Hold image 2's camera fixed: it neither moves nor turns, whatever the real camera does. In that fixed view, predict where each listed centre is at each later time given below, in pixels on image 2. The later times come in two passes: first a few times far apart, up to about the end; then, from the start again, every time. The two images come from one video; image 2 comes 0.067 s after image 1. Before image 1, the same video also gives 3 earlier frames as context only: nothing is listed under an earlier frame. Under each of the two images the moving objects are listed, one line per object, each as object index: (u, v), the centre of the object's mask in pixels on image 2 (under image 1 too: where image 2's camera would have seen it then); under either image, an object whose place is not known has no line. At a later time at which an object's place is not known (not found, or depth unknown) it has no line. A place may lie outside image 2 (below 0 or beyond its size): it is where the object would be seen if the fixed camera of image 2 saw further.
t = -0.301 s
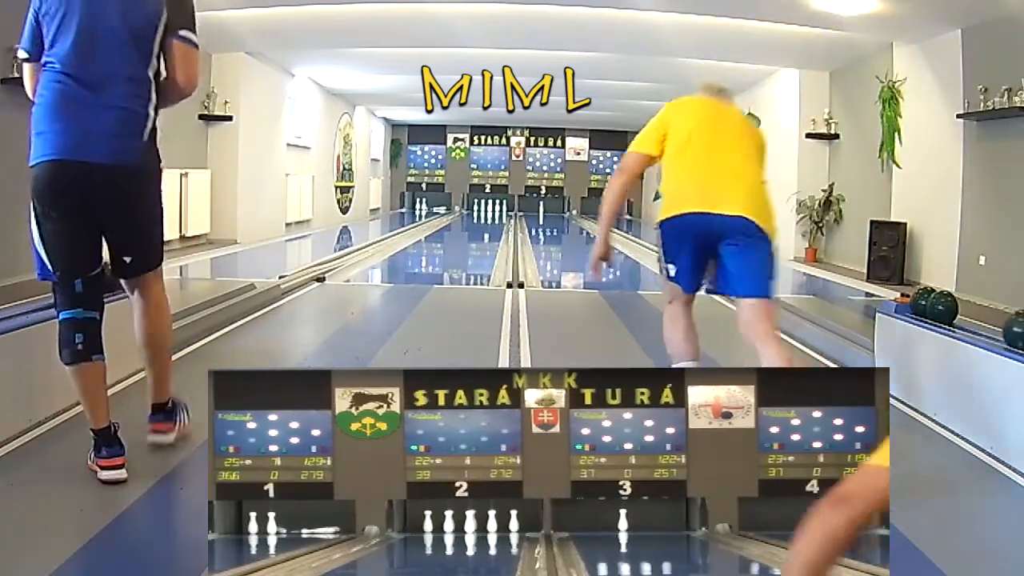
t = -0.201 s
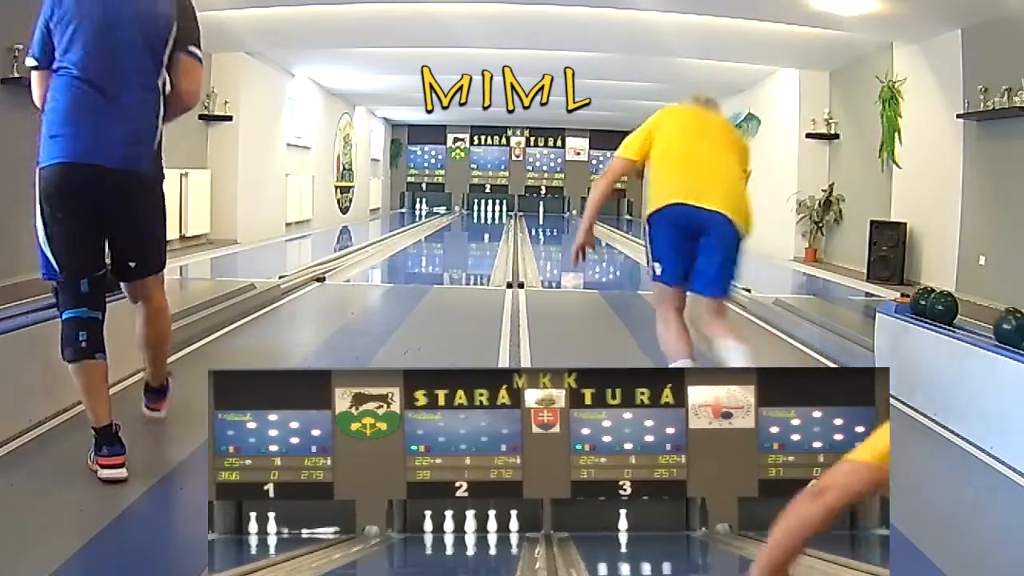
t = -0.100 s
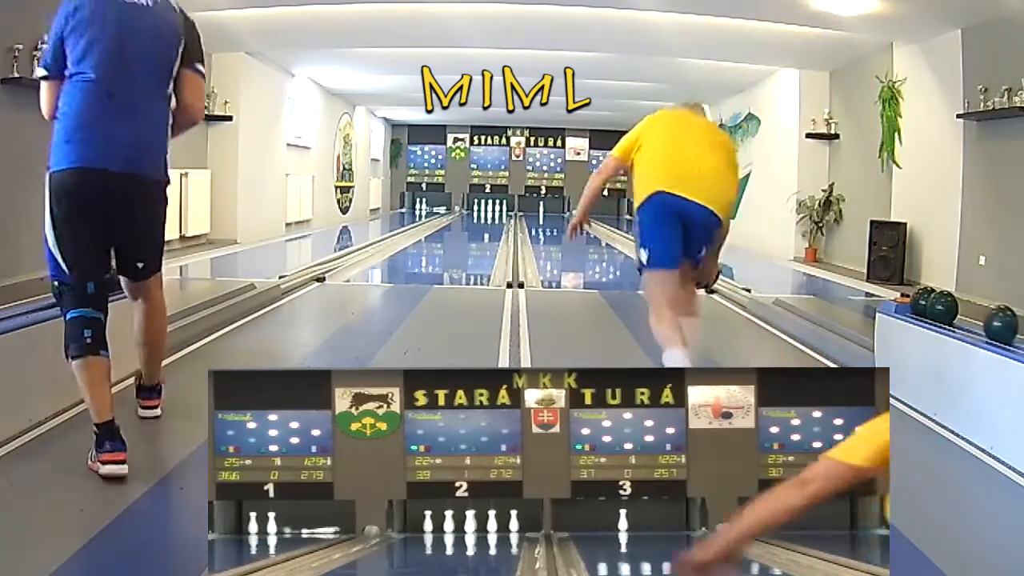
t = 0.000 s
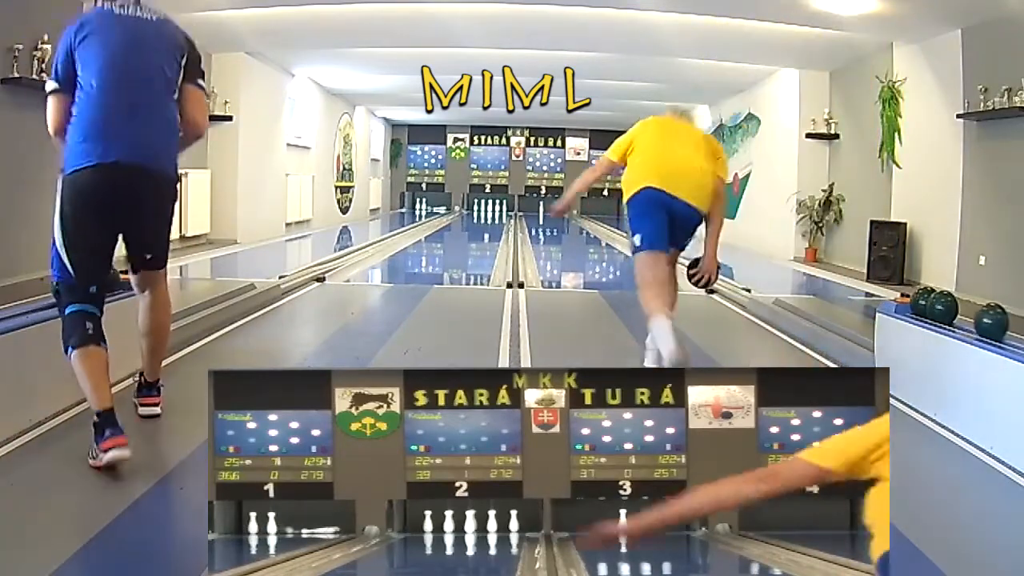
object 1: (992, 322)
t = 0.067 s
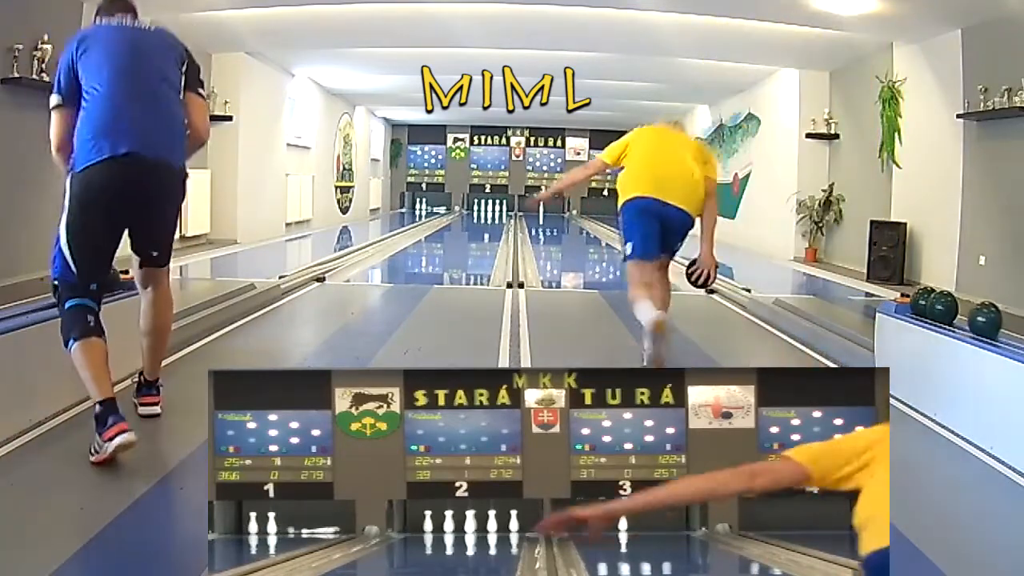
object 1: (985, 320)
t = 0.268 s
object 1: (967, 315)
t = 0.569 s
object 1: (966, 314)
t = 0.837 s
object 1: (966, 314)
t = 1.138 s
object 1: (965, 314)
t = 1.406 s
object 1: (964, 313)
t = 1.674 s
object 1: (962, 313)
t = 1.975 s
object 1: (961, 313)
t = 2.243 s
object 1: (961, 313)
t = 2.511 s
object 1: (961, 313)
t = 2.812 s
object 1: (961, 313)
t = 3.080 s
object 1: (961, 313)
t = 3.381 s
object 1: (961, 313)
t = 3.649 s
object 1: (960, 313)
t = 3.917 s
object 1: (960, 313)
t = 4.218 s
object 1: (960, 313)
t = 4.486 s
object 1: (961, 313)
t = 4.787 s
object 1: (961, 313)
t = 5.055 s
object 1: (961, 313)
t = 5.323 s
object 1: (961, 313)
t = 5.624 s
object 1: (961, 313)
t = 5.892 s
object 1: (961, 313)
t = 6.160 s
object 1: (961, 313)
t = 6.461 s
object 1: (961, 313)
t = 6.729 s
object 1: (961, 313)
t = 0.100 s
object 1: (982, 319)
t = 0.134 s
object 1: (979, 318)
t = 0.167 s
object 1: (976, 317)
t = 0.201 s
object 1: (973, 317)
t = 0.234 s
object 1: (970, 316)
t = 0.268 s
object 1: (967, 315)
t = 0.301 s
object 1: (964, 314)
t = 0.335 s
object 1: (962, 313)
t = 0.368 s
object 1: (961, 313)
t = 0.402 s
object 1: (962, 313)
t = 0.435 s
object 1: (964, 313)
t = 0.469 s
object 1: (965, 314)
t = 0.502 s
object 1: (966, 314)
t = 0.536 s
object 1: (966, 314)
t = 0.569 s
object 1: (966, 314)
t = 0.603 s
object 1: (966, 314)
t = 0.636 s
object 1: (966, 314)
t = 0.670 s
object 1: (966, 314)
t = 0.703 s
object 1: (966, 314)
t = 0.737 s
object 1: (966, 314)
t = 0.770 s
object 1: (966, 314)
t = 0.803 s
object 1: (966, 314)
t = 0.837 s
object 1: (966, 314)
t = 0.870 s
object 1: (966, 314)
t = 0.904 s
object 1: (966, 314)
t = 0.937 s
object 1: (966, 314)
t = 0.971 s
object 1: (965, 314)
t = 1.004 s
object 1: (965, 314)
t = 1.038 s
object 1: (965, 314)
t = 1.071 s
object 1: (965, 314)
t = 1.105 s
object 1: (965, 314)
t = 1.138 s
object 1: (965, 314)
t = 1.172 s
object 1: (965, 314)
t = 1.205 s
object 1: (965, 313)
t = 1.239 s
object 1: (964, 313)
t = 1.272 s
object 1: (964, 313)
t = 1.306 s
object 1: (964, 313)
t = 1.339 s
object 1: (964, 313)
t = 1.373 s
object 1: (964, 313)
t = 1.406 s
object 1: (964, 313)
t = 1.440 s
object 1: (964, 313)
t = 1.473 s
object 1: (963, 313)
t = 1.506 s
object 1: (963, 313)
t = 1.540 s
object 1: (963, 313)
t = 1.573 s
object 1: (963, 313)
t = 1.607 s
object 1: (963, 313)
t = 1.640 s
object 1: (962, 313)
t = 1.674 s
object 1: (962, 313)
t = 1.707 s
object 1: (962, 313)
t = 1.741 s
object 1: (961, 313)
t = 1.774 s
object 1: (961, 313)
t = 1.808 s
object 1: (961, 313)
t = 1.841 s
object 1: (961, 313)
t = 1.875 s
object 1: (961, 313)
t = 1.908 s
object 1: (961, 313)
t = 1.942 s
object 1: (961, 313)
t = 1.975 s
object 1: (961, 313)
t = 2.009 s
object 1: (961, 313)
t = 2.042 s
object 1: (961, 313)
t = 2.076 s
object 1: (961, 313)
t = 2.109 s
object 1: (961, 313)
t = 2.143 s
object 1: (961, 313)
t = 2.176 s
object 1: (961, 313)
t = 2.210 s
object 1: (961, 313)
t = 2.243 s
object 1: (961, 313)
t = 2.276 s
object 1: (961, 313)
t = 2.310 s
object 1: (961, 313)
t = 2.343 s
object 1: (961, 313)
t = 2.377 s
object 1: (961, 313)
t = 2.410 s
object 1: (961, 313)
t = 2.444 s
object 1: (961, 313)
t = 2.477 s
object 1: (961, 313)
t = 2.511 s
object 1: (961, 313)
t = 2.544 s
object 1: (961, 313)
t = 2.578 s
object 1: (961, 313)
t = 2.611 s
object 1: (961, 313)
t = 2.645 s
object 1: (960, 313)
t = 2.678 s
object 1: (961, 313)
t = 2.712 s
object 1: (961, 313)
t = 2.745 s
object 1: (961, 313)
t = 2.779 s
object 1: (961, 313)
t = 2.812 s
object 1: (961, 313)
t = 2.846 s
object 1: (961, 313)
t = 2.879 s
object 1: (960, 313)
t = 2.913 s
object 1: (961, 313)
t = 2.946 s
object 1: (961, 313)
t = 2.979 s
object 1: (961, 313)
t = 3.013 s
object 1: (960, 313)
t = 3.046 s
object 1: (961, 313)
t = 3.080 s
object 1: (961, 313)
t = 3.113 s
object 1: (961, 313)
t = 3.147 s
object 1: (960, 313)
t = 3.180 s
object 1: (961, 313)
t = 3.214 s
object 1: (961, 313)
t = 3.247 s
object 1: (961, 313)
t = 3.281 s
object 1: (961, 313)
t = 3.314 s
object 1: (961, 313)
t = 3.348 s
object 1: (961, 313)
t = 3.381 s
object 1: (961, 313)
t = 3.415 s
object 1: (961, 313)
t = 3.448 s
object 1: (961, 313)
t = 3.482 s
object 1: (960, 313)
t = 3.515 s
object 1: (960, 313)
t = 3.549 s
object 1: (960, 313)
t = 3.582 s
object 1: (960, 313)
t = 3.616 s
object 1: (961, 313)
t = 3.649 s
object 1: (960, 313)
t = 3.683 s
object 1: (960, 313)
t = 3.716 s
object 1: (960, 313)
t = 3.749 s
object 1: (960, 313)
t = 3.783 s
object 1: (960, 313)
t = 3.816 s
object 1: (960, 313)
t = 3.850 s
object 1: (960, 313)
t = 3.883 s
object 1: (960, 313)
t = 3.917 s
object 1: (960, 313)
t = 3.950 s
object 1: (960, 313)
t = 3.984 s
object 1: (960, 313)
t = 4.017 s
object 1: (960, 313)
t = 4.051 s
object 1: (960, 313)
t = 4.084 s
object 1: (960, 313)
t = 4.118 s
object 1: (960, 313)
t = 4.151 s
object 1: (960, 313)
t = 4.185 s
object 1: (960, 313)
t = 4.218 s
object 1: (960, 313)
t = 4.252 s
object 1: (960, 313)
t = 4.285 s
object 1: (960, 313)
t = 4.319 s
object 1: (960, 313)
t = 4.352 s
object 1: (960, 313)
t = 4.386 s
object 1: (961, 313)
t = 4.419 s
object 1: (960, 313)
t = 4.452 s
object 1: (960, 313)
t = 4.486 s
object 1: (961, 313)
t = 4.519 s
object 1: (961, 313)
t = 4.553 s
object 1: (961, 313)
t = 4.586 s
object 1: (960, 313)
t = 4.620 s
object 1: (961, 313)
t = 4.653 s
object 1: (960, 313)
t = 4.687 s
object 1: (960, 313)
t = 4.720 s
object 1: (961, 313)
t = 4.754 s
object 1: (961, 313)
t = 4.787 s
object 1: (961, 313)
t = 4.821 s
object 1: (961, 313)
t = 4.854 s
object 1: (961, 313)
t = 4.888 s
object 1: (961, 313)
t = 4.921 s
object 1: (961, 313)
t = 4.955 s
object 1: (961, 313)
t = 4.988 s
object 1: (961, 313)
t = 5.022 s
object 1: (961, 313)
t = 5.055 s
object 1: (961, 313)
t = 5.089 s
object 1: (961, 313)
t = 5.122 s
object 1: (961, 313)
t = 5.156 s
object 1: (961, 313)
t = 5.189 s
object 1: (961, 313)
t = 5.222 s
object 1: (961, 313)
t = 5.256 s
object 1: (961, 313)
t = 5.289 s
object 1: (961, 313)
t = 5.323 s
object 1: (961, 313)
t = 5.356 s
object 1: (961, 313)
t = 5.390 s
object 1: (961, 313)
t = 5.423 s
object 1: (961, 313)
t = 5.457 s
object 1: (961, 313)
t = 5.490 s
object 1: (961, 313)
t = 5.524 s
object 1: (961, 313)
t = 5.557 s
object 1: (961, 313)
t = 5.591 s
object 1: (961, 313)
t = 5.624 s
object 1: (961, 313)
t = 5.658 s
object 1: (961, 313)
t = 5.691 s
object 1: (961, 313)
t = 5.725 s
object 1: (961, 313)
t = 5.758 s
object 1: (961, 313)
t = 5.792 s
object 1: (961, 313)
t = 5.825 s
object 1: (961, 313)
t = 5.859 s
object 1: (961, 313)
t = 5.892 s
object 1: (961, 313)
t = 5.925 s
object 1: (961, 313)
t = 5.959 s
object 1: (961, 313)
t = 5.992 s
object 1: (961, 313)
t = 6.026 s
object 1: (961, 313)
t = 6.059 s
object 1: (961, 313)
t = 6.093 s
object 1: (961, 313)
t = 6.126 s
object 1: (961, 313)
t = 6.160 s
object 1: (961, 313)
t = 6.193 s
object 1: (961, 313)
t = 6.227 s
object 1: (961, 313)
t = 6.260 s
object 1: (961, 313)
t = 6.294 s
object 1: (961, 313)
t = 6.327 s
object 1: (961, 313)
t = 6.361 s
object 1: (961, 313)
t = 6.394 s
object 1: (961, 313)
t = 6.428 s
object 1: (961, 313)
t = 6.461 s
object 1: (961, 313)
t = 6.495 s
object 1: (961, 313)
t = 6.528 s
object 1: (961, 313)
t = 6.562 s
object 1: (961, 313)
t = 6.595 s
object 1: (961, 313)
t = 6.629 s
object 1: (961, 313)
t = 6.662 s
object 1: (961, 313)
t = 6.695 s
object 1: (961, 313)
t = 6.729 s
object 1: (961, 313)
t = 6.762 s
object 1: (961, 313)
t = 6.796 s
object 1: (961, 313)
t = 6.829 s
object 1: (961, 313)
